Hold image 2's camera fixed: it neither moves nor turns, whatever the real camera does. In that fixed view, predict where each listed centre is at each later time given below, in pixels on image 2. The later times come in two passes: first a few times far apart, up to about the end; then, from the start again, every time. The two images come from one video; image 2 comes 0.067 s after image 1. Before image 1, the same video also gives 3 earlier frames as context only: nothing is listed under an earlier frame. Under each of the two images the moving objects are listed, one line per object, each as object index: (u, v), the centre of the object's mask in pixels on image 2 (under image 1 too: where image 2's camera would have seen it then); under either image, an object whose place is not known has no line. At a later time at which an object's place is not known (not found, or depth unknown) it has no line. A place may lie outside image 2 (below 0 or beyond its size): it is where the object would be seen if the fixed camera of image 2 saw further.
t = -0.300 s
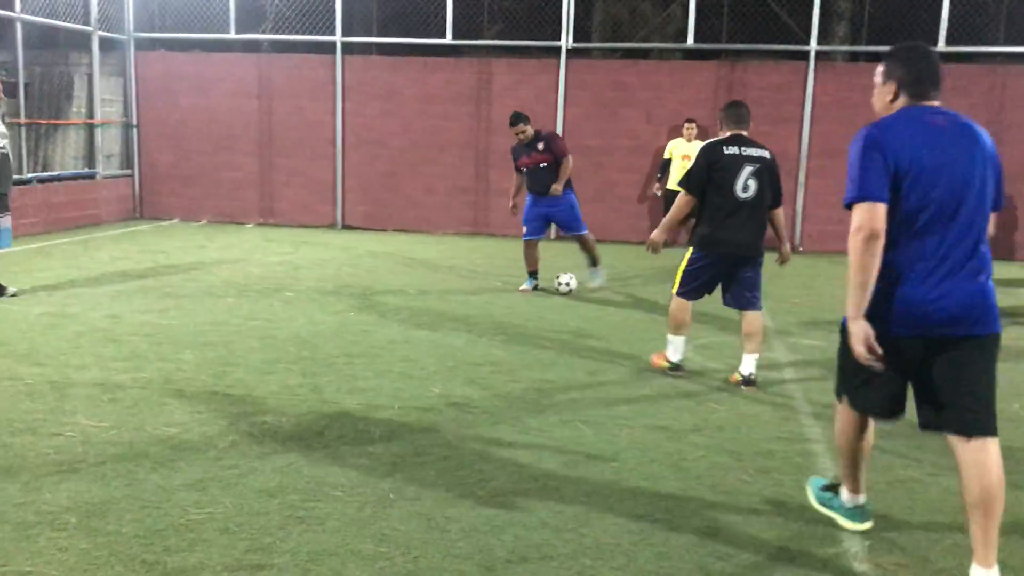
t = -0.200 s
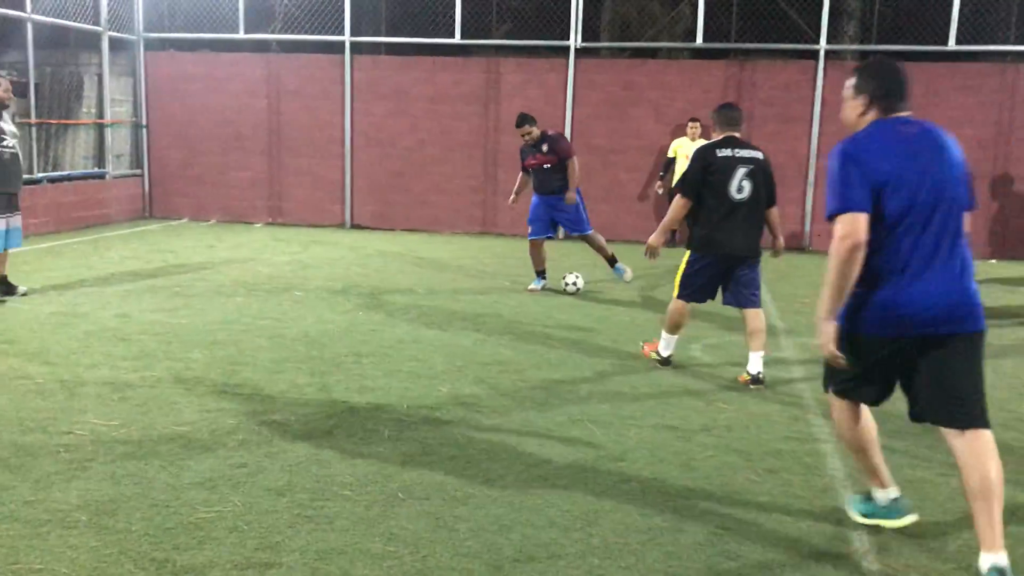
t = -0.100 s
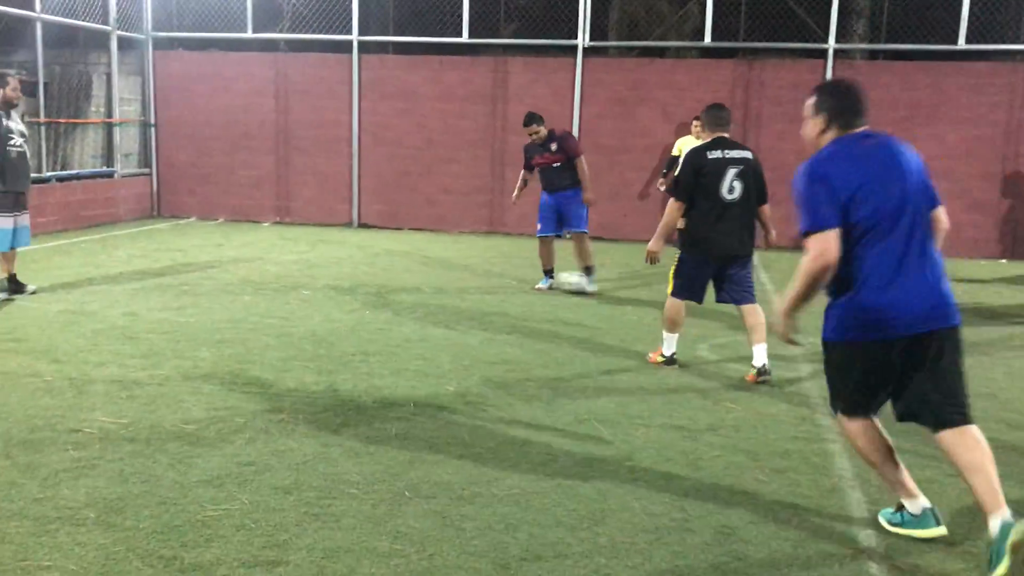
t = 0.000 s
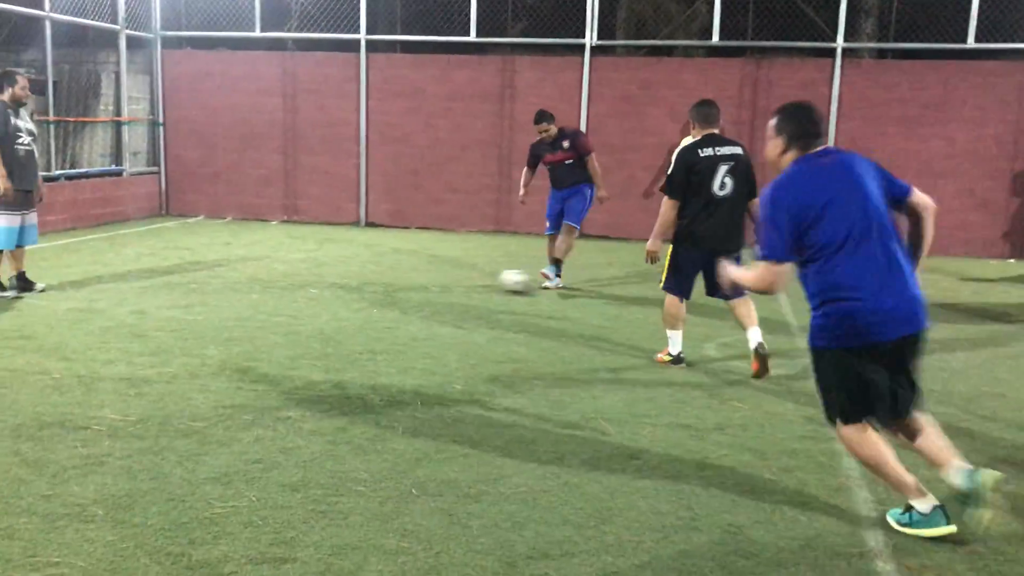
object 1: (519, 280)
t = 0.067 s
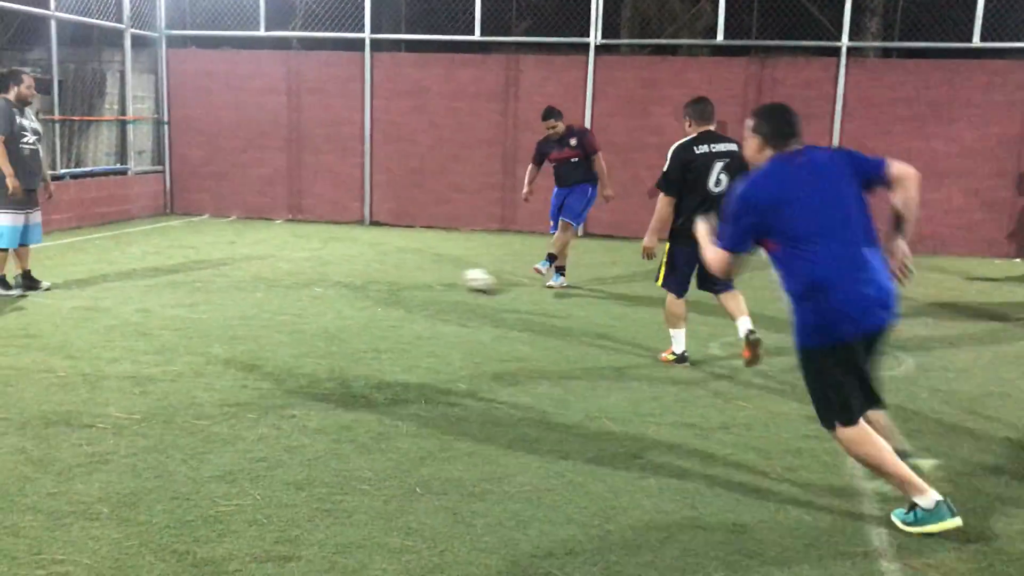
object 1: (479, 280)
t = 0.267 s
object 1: (375, 279)
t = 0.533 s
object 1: (261, 276)
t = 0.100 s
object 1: (458, 279)
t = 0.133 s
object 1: (441, 279)
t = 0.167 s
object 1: (422, 279)
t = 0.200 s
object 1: (405, 279)
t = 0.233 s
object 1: (391, 279)
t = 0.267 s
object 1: (375, 279)
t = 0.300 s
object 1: (359, 279)
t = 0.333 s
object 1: (346, 278)
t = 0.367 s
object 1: (331, 277)
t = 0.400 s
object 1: (318, 278)
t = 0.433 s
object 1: (304, 277)
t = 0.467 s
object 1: (290, 277)
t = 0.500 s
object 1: (276, 277)
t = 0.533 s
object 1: (261, 276)
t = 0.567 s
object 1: (247, 277)
